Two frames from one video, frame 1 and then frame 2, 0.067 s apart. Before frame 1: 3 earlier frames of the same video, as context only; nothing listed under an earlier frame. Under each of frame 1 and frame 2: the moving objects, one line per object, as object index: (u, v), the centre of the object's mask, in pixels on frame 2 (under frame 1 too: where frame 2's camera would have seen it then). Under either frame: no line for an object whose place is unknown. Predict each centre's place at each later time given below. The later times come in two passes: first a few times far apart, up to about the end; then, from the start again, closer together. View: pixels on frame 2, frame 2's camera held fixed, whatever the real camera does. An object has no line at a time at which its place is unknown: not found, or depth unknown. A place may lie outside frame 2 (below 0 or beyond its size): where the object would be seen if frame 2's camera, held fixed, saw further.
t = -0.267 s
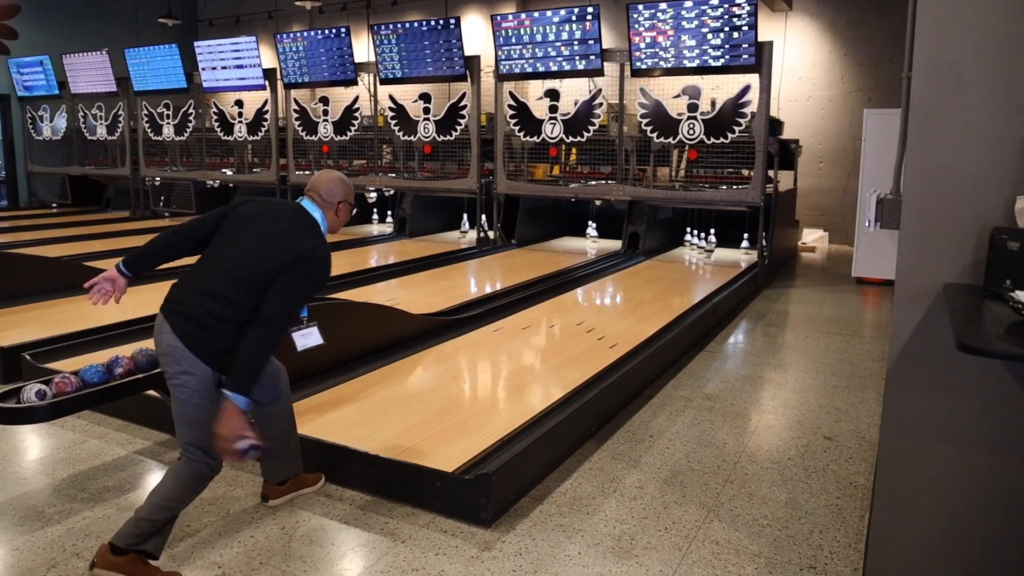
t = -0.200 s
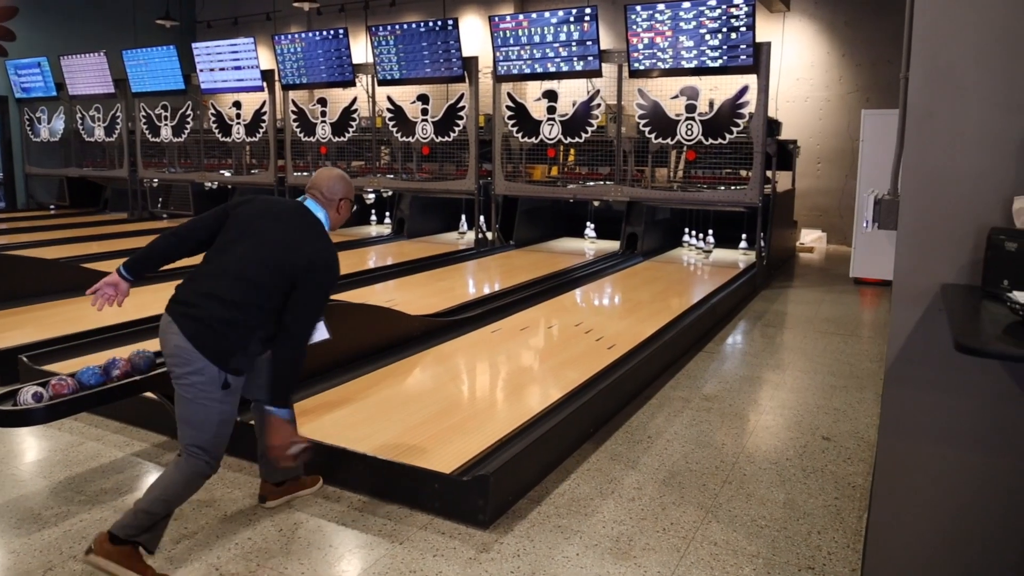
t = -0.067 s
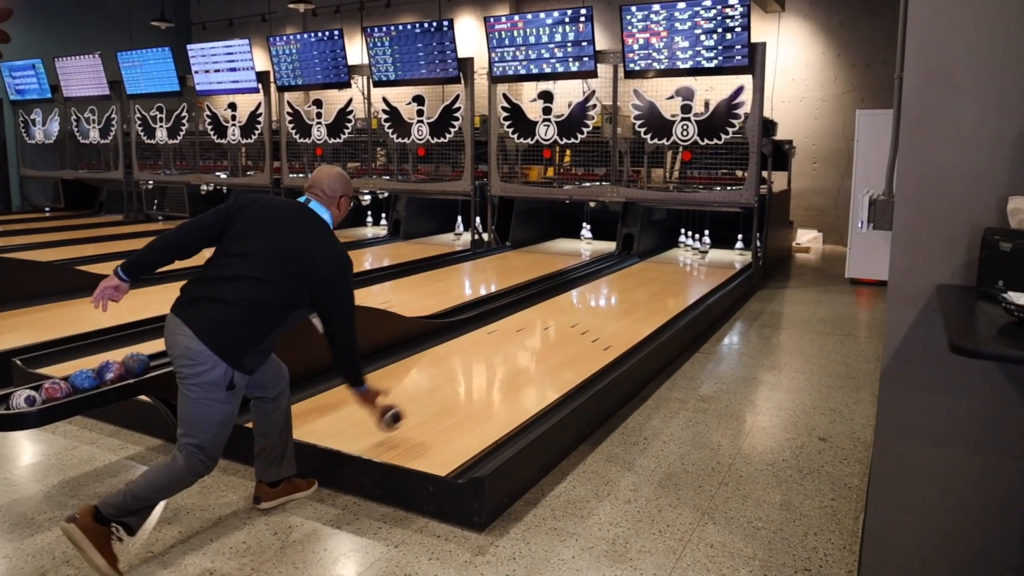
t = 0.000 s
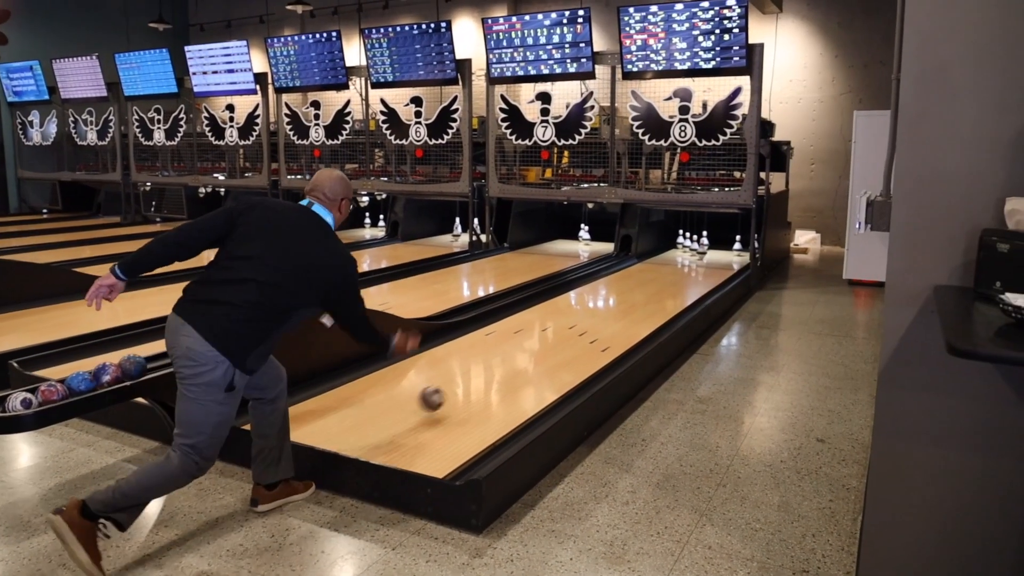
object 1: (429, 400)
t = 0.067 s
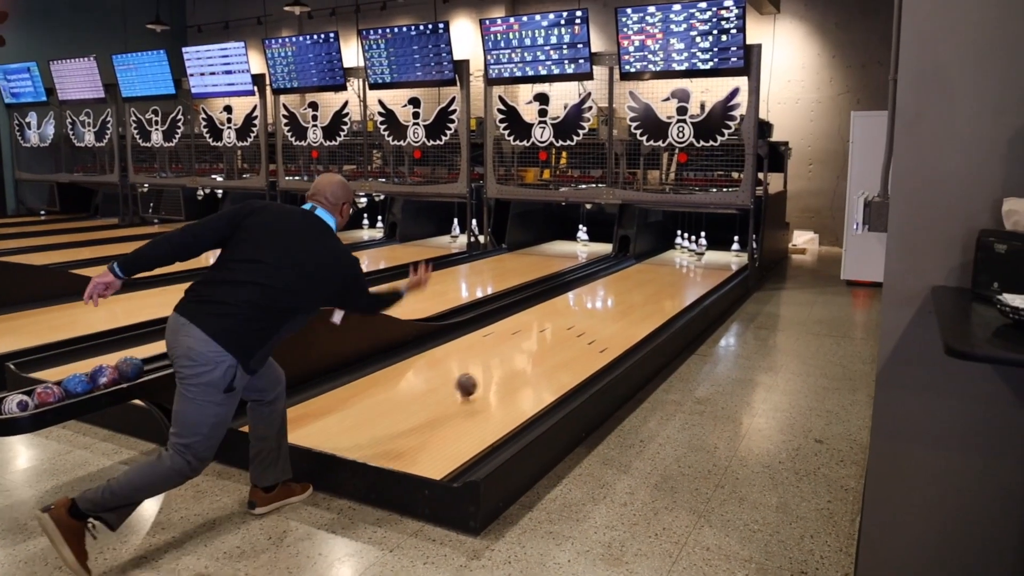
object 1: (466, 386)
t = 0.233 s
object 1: (537, 349)
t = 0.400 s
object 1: (588, 321)
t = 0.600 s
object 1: (631, 296)
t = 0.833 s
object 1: (668, 276)
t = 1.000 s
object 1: (688, 264)
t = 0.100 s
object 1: (482, 379)
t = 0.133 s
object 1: (498, 370)
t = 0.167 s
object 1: (512, 363)
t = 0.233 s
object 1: (537, 349)
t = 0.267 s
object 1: (549, 343)
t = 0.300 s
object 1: (559, 337)
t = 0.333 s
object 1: (569, 331)
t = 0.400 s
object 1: (588, 321)
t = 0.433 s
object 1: (596, 316)
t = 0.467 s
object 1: (604, 311)
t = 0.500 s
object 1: (611, 307)
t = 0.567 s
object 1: (625, 299)
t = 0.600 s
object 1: (631, 296)
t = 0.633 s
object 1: (637, 292)
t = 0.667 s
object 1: (643, 289)
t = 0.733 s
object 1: (654, 283)
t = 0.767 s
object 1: (658, 281)
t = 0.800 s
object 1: (663, 278)
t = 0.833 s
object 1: (668, 276)
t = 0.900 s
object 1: (676, 271)
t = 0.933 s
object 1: (680, 268)
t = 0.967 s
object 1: (684, 267)
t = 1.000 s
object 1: (688, 264)
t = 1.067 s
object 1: (695, 260)
